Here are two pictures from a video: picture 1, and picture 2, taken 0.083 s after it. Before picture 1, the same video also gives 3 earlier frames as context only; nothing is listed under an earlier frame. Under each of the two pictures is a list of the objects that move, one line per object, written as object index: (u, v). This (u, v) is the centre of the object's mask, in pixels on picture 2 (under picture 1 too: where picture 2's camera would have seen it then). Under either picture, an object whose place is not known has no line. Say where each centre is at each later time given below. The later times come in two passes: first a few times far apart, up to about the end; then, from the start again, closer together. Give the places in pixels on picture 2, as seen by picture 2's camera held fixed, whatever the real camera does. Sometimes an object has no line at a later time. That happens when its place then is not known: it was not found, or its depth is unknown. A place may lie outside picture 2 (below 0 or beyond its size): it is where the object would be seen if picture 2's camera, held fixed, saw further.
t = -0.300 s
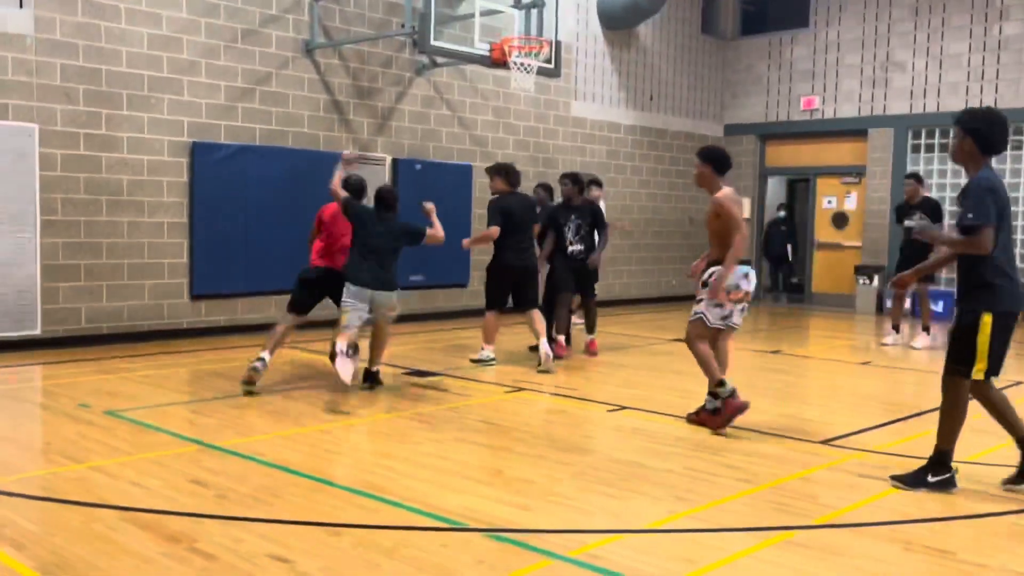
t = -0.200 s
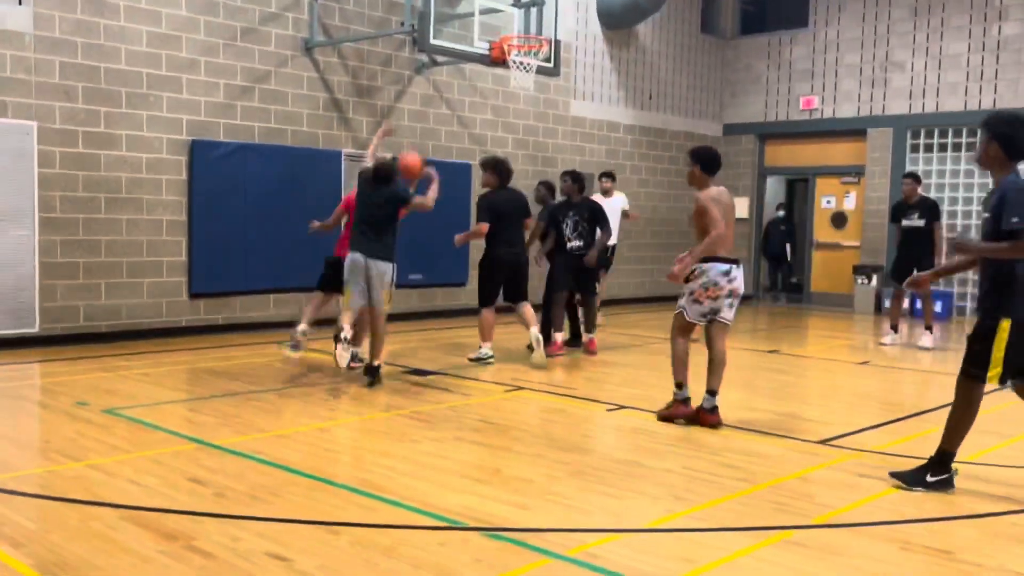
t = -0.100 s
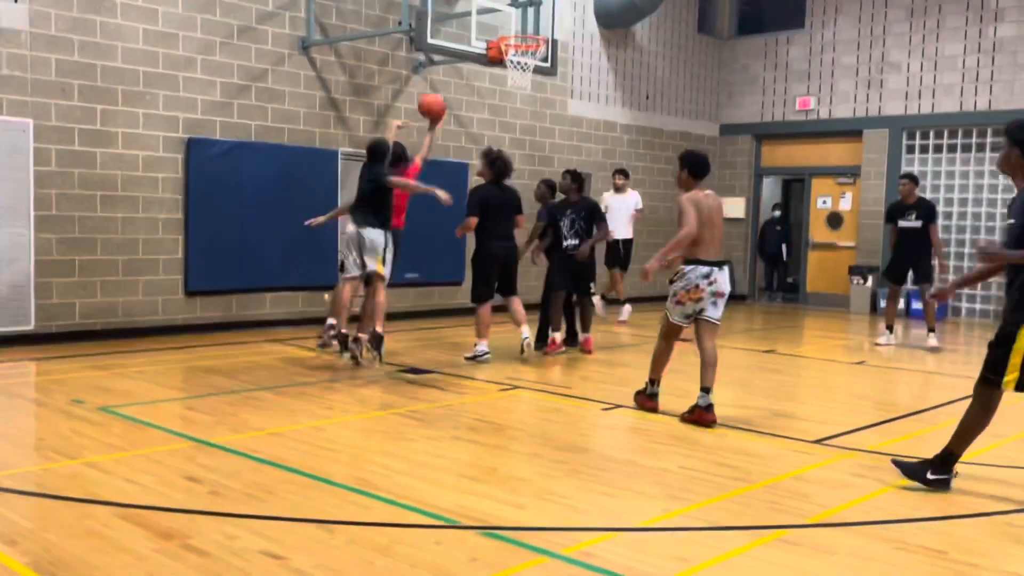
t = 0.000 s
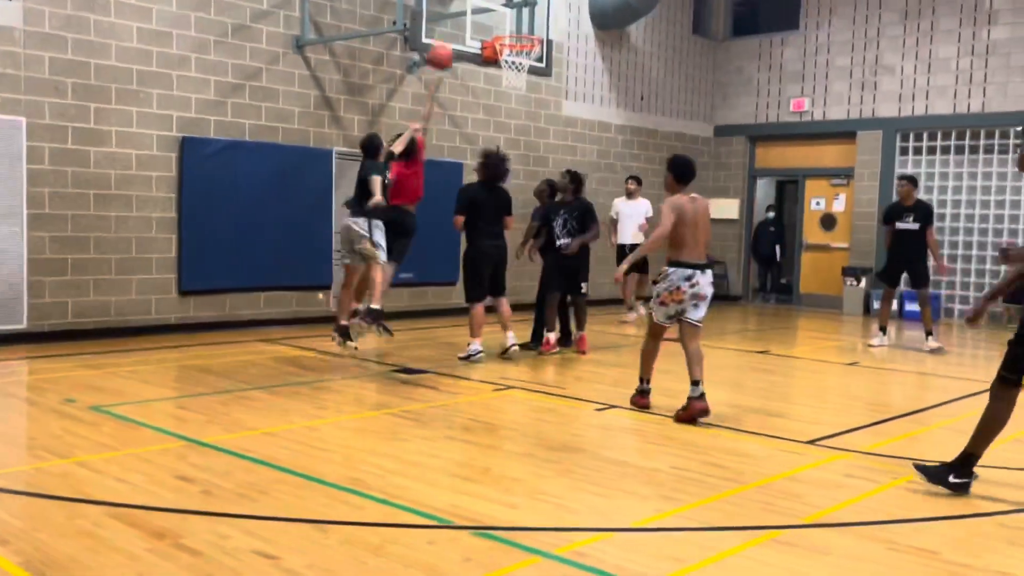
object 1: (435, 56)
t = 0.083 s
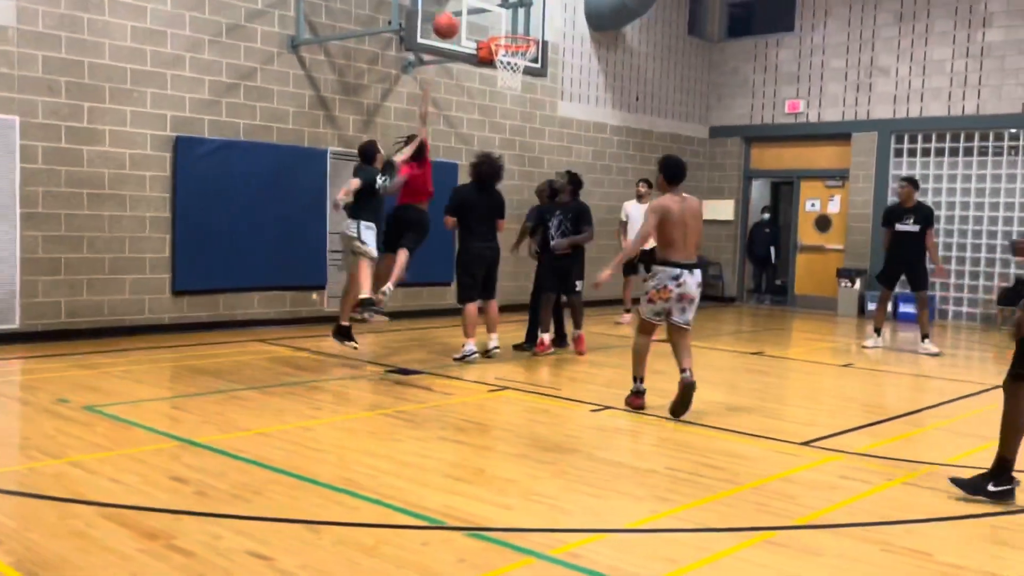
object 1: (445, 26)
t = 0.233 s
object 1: (462, 1)
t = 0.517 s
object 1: (507, 1)
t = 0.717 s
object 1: (517, 28)
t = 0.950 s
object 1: (504, 19)
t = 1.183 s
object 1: (518, 31)
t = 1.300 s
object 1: (514, 52)
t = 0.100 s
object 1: (448, 21)
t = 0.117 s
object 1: (449, 16)
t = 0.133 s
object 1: (451, 11)
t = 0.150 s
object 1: (453, 9)
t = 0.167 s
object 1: (454, 6)
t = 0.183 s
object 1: (456, 5)
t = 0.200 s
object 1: (459, 3)
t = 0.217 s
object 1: (461, 2)
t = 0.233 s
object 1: (462, 1)
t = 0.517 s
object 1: (507, 1)
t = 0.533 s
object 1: (509, 5)
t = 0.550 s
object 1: (512, 8)
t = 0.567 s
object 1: (515, 12)
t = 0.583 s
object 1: (518, 14)
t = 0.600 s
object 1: (520, 20)
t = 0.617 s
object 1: (523, 24)
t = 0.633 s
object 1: (526, 29)
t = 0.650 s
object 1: (528, 32)
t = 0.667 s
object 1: (526, 32)
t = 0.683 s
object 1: (524, 30)
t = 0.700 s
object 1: (520, 29)
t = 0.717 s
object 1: (517, 28)
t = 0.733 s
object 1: (513, 28)
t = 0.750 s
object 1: (510, 28)
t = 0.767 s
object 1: (507, 27)
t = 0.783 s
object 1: (504, 27)
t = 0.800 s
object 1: (500, 28)
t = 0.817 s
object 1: (497, 29)
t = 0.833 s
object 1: (497, 29)
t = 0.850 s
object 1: (498, 27)
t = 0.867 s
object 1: (500, 24)
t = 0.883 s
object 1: (501, 23)
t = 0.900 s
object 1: (501, 22)
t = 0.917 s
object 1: (502, 21)
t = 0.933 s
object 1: (504, 20)
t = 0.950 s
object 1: (504, 19)
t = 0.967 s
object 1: (506, 19)
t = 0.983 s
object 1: (507, 18)
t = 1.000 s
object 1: (508, 18)
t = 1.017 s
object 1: (509, 19)
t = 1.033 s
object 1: (510, 19)
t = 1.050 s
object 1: (511, 20)
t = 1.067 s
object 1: (512, 21)
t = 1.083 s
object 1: (513, 22)
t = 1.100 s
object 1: (514, 24)
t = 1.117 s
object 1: (515, 25)
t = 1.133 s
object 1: (516, 27)
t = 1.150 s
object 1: (517, 28)
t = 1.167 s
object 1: (517, 30)
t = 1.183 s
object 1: (518, 31)
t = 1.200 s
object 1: (519, 41)
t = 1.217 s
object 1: (519, 42)
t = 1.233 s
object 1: (520, 45)
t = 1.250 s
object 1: (517, 47)
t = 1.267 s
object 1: (515, 48)
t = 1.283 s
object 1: (516, 50)
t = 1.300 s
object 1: (514, 52)
